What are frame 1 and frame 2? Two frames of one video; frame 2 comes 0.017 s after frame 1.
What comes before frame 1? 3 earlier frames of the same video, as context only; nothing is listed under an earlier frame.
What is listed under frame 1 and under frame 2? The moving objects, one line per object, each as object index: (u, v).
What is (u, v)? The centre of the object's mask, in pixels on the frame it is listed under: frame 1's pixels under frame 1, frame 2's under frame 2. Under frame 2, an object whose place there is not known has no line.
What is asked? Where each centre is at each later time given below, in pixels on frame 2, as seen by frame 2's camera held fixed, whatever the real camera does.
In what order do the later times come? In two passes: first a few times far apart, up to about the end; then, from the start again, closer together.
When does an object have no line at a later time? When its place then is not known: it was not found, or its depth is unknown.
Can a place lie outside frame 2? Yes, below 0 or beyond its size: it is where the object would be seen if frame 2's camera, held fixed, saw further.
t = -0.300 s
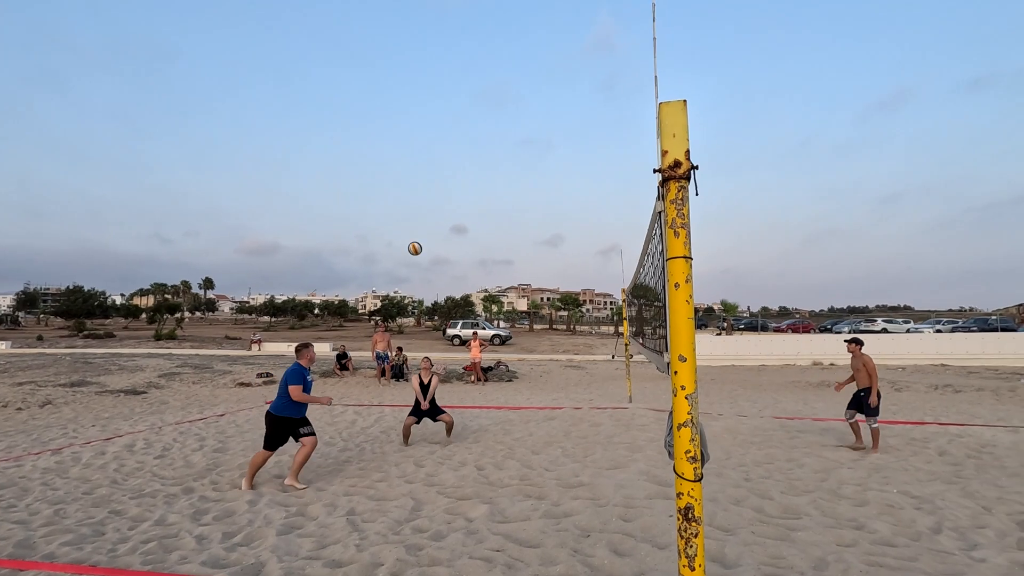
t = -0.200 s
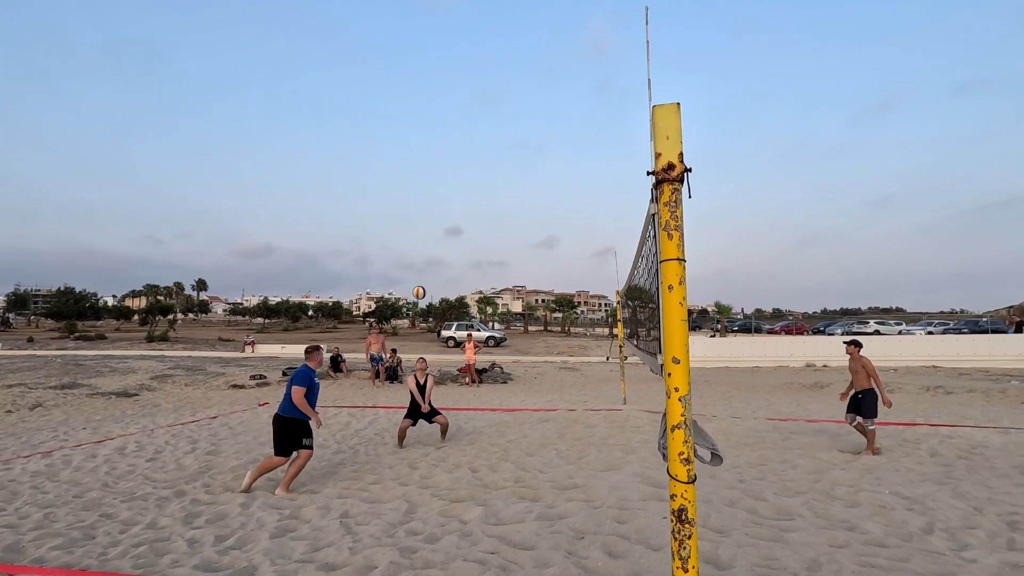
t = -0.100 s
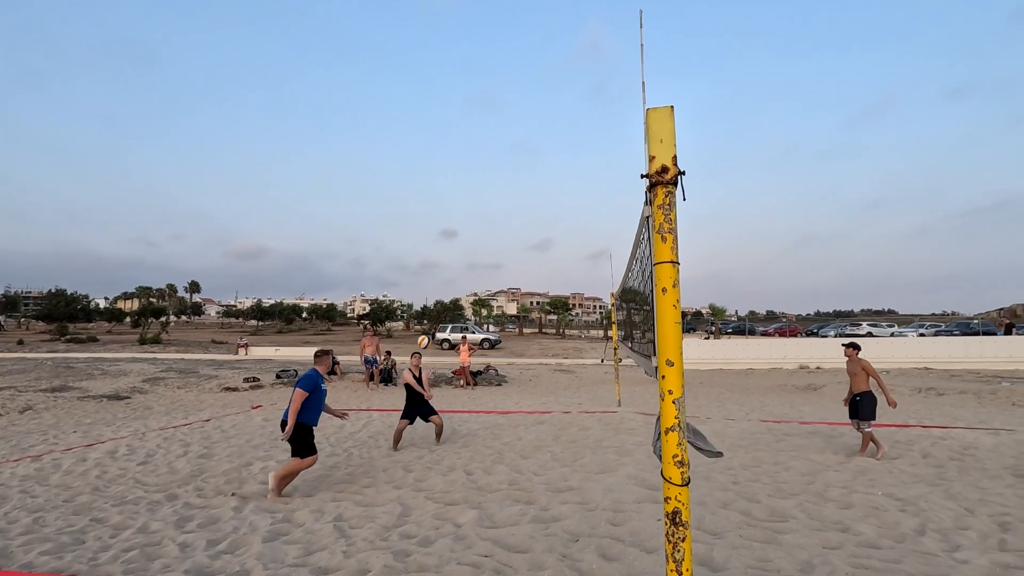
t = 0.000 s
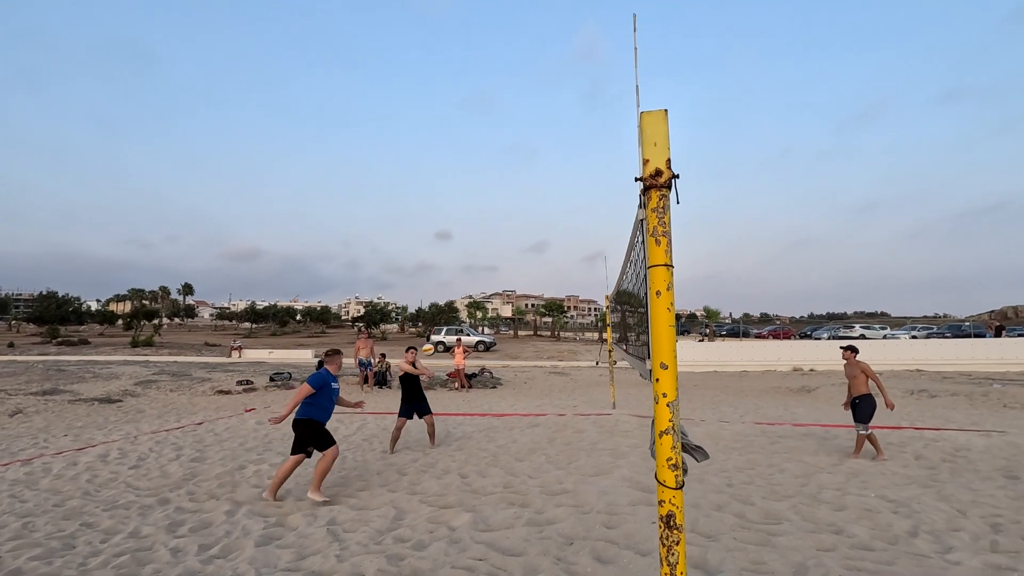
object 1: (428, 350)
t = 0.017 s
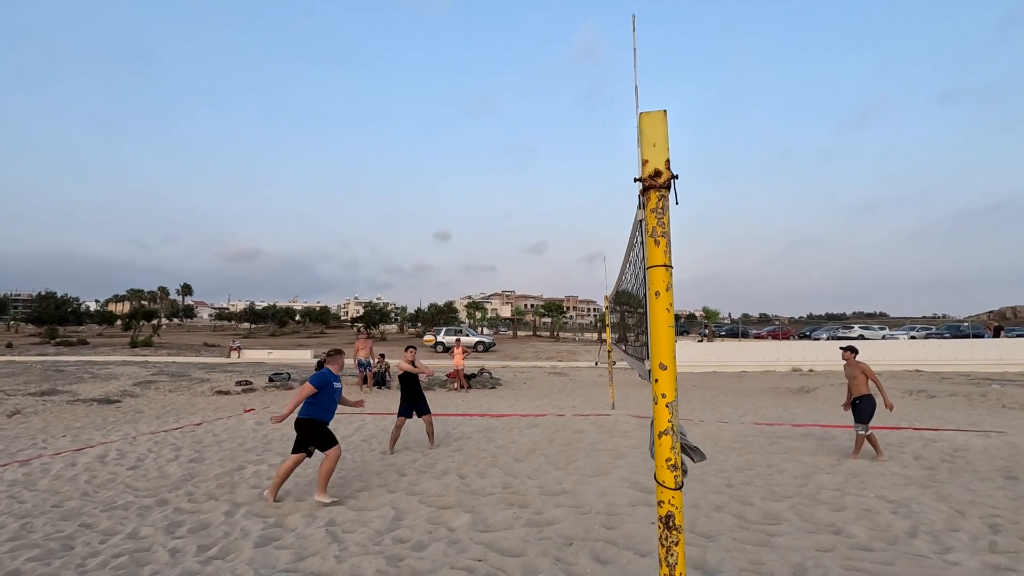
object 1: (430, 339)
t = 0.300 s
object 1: (460, 188)
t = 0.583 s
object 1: (491, 87)
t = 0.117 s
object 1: (440, 281)
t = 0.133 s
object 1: (442, 272)
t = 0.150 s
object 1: (444, 262)
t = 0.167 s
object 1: (445, 253)
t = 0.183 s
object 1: (447, 245)
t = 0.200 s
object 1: (449, 236)
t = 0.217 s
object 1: (451, 228)
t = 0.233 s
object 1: (453, 219)
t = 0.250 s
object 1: (455, 211)
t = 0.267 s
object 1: (456, 203)
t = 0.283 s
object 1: (458, 196)
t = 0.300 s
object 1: (460, 188)
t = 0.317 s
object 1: (462, 181)
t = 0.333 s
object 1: (464, 174)
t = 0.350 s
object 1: (465, 167)
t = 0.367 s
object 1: (467, 160)
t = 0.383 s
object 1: (469, 153)
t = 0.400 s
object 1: (471, 147)
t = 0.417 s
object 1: (472, 141)
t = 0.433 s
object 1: (474, 134)
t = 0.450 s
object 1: (476, 129)
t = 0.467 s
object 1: (477, 123)
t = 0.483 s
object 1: (479, 117)
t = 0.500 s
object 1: (481, 112)
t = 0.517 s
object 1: (483, 107)
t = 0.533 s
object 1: (484, 102)
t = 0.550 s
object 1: (486, 97)
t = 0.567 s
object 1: (488, 92)
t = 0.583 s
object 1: (491, 87)
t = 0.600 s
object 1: (494, 83)
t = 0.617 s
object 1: (496, 79)
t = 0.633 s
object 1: (498, 75)
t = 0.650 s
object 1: (499, 71)
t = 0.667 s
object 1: (502, 67)
